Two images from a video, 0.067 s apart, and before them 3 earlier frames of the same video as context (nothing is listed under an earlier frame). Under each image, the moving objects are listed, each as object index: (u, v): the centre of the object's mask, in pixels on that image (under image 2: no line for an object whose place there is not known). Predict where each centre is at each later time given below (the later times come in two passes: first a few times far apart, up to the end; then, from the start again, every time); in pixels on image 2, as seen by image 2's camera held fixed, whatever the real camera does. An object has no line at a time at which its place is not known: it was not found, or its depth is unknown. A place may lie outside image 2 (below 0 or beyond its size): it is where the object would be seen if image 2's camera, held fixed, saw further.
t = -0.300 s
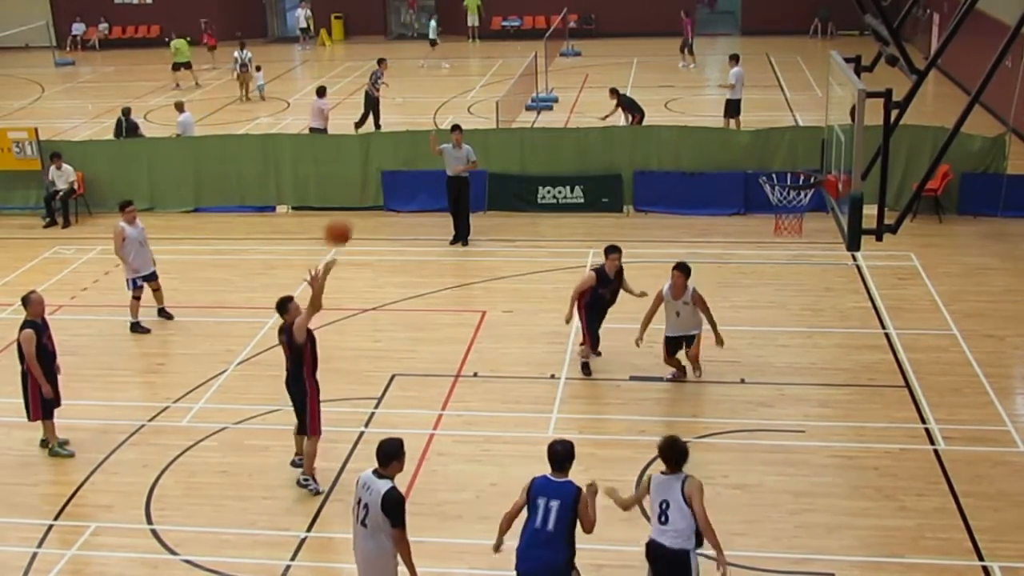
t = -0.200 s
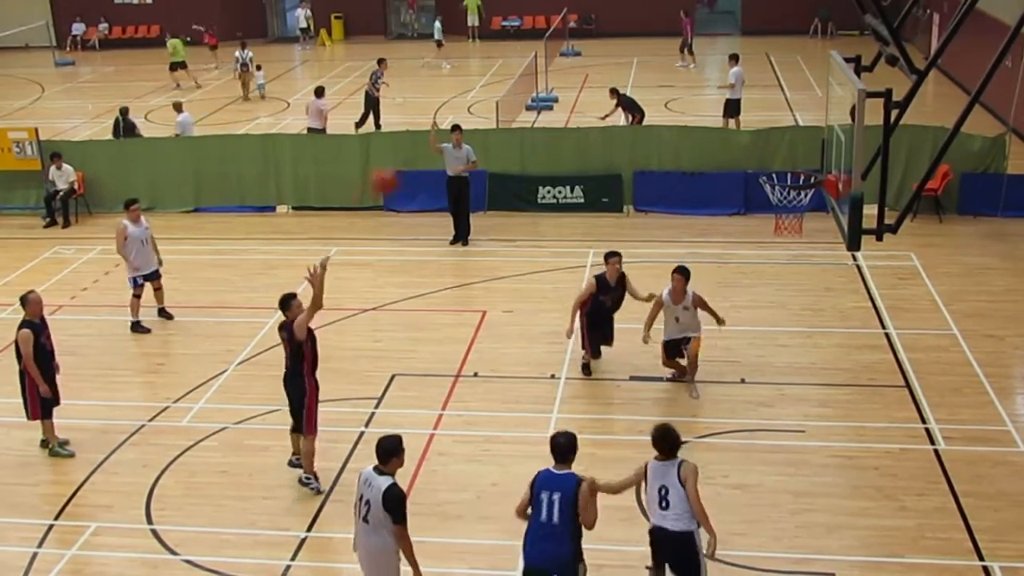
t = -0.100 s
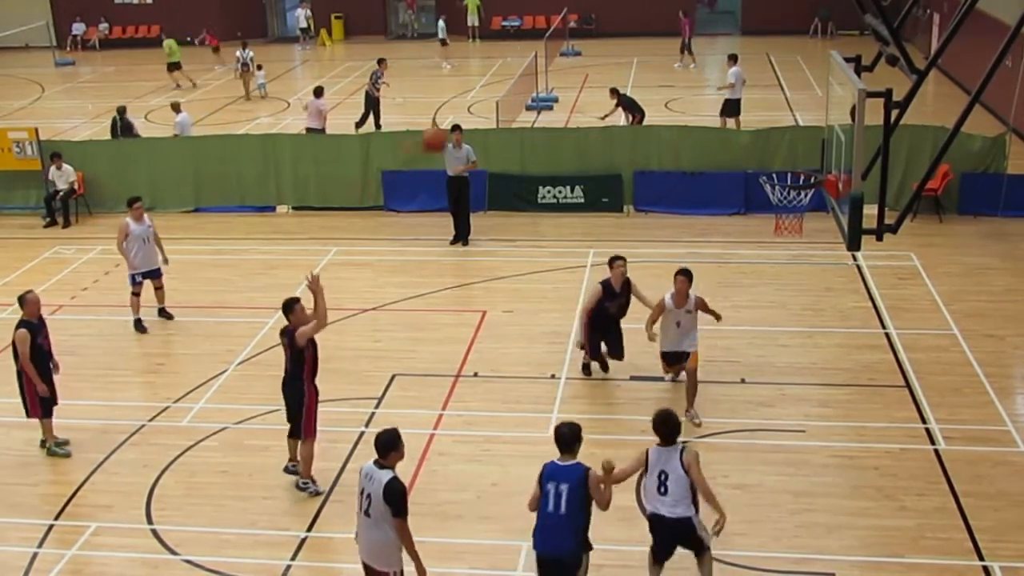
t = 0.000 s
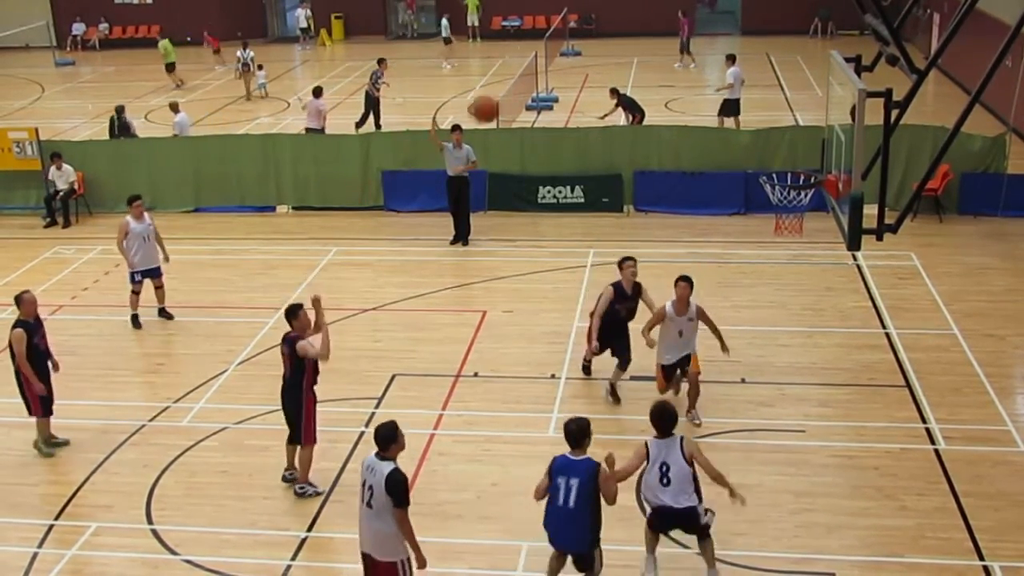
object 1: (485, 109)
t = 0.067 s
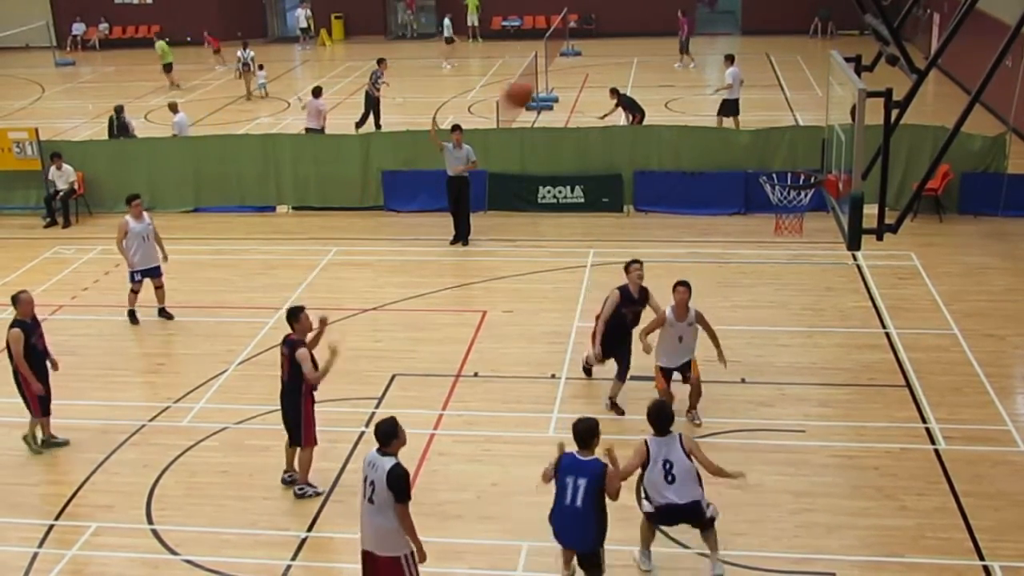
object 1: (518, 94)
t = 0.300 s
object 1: (641, 80)
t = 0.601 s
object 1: (796, 156)
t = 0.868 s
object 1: (692, 136)
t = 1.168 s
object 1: (540, 184)
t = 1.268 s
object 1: (493, 224)
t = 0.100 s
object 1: (536, 88)
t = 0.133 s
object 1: (555, 84)
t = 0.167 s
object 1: (572, 80)
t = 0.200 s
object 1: (589, 78)
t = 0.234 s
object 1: (605, 77)
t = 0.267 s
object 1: (623, 78)
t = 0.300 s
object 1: (641, 80)
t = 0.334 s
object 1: (658, 84)
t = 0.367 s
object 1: (675, 89)
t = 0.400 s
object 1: (692, 95)
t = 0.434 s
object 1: (710, 103)
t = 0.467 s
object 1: (729, 111)
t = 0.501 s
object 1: (745, 119)
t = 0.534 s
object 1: (763, 131)
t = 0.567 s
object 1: (780, 142)
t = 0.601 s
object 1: (796, 156)
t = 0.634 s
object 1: (805, 165)
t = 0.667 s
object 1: (792, 157)
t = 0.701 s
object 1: (775, 151)
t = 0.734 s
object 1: (758, 145)
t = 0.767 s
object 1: (742, 141)
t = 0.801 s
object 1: (725, 139)
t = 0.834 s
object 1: (708, 138)
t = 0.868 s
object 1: (692, 136)
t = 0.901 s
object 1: (675, 136)
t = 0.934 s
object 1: (657, 138)
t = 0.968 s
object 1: (641, 140)
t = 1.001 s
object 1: (625, 144)
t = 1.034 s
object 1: (607, 151)
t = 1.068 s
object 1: (590, 157)
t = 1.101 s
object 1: (575, 166)
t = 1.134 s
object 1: (559, 173)
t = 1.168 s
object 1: (540, 184)
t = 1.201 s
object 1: (524, 196)
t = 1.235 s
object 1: (508, 209)
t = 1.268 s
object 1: (493, 224)
